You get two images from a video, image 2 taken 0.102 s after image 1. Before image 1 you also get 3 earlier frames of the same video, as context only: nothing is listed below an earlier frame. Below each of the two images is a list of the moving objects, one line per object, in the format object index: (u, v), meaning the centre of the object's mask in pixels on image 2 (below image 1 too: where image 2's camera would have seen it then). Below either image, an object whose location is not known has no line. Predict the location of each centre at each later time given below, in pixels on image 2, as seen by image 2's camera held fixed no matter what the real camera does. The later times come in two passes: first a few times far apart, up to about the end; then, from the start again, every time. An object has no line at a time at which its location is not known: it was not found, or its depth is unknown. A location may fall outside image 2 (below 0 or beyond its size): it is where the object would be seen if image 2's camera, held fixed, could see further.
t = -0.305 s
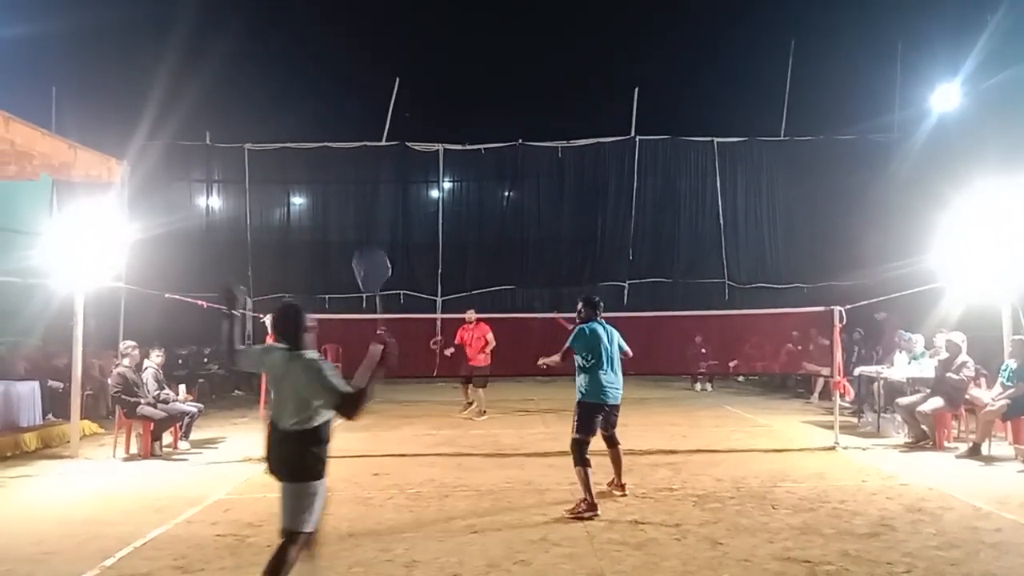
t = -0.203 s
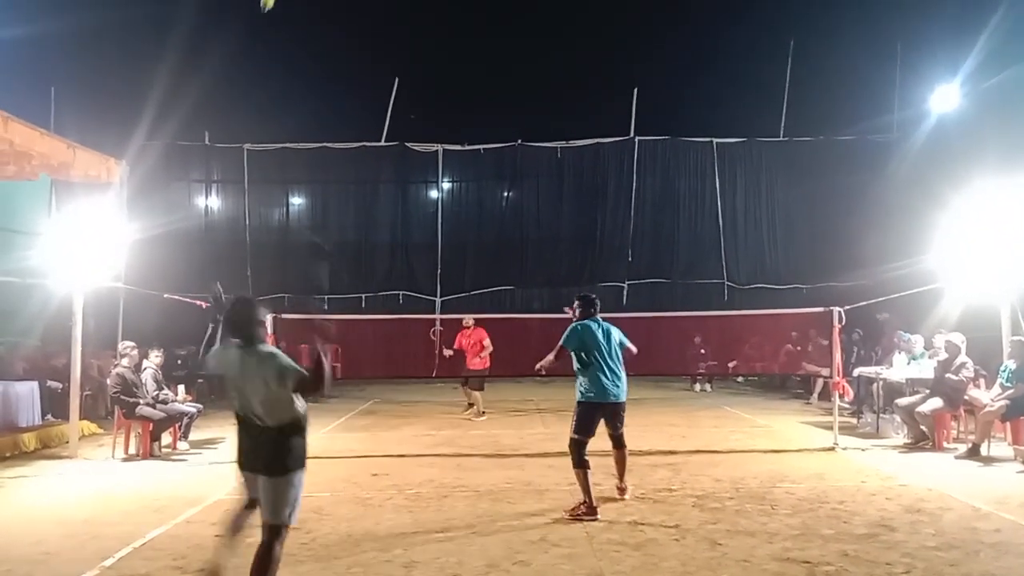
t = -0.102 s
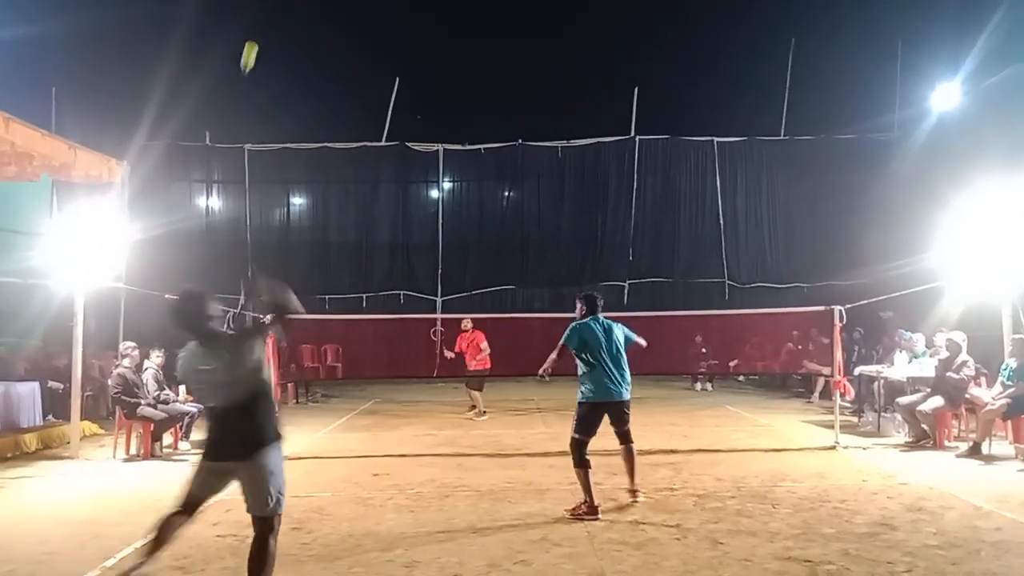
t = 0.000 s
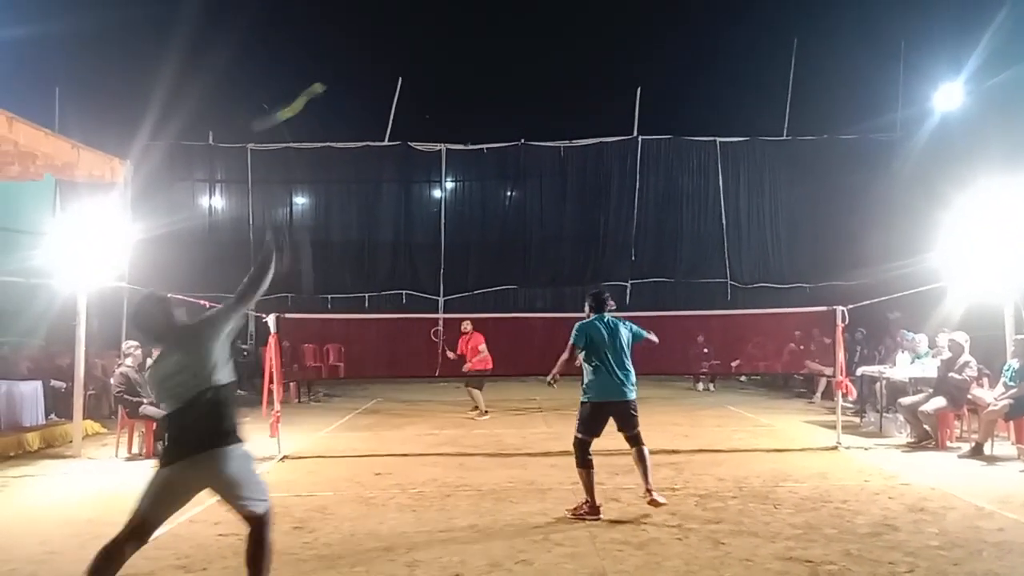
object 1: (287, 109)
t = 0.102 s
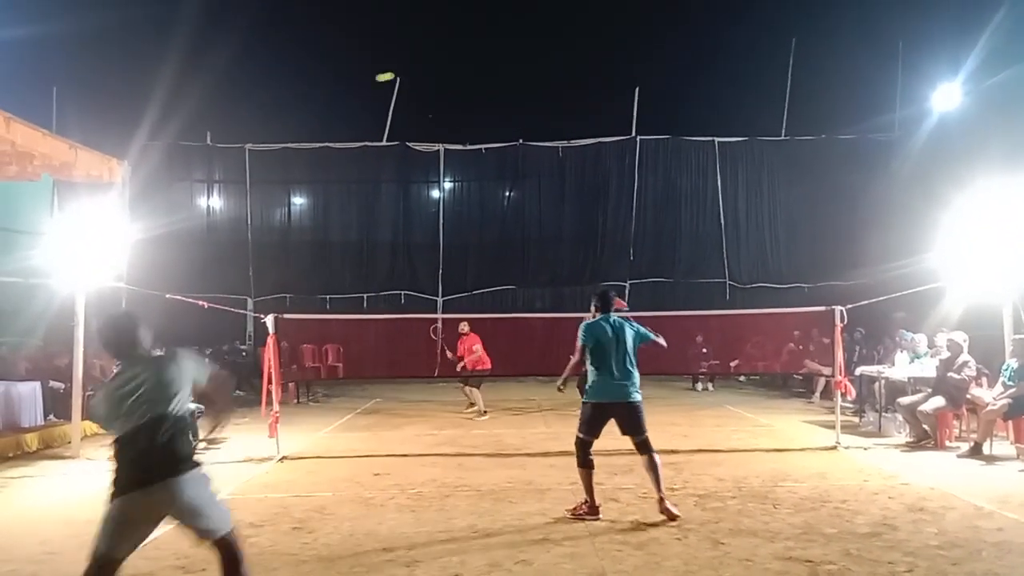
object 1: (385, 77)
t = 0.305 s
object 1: (428, 83)
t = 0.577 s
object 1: (447, 120)
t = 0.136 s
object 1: (397, 75)
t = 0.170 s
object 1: (406, 75)
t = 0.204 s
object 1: (414, 76)
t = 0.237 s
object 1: (420, 77)
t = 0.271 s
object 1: (425, 79)
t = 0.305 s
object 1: (428, 83)
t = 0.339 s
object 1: (432, 86)
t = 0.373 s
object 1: (435, 89)
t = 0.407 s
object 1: (437, 94)
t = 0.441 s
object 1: (439, 98)
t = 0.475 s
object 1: (441, 103)
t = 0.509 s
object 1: (443, 108)
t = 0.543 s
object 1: (445, 114)
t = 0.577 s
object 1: (447, 120)
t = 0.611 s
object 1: (448, 126)
